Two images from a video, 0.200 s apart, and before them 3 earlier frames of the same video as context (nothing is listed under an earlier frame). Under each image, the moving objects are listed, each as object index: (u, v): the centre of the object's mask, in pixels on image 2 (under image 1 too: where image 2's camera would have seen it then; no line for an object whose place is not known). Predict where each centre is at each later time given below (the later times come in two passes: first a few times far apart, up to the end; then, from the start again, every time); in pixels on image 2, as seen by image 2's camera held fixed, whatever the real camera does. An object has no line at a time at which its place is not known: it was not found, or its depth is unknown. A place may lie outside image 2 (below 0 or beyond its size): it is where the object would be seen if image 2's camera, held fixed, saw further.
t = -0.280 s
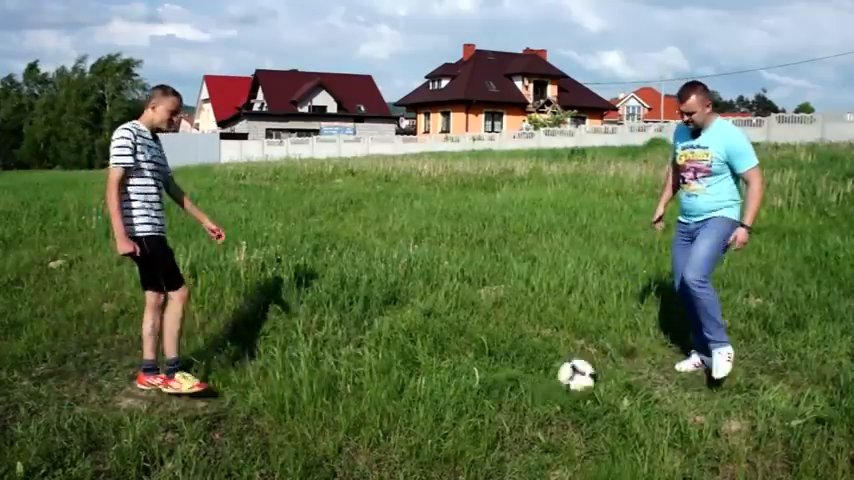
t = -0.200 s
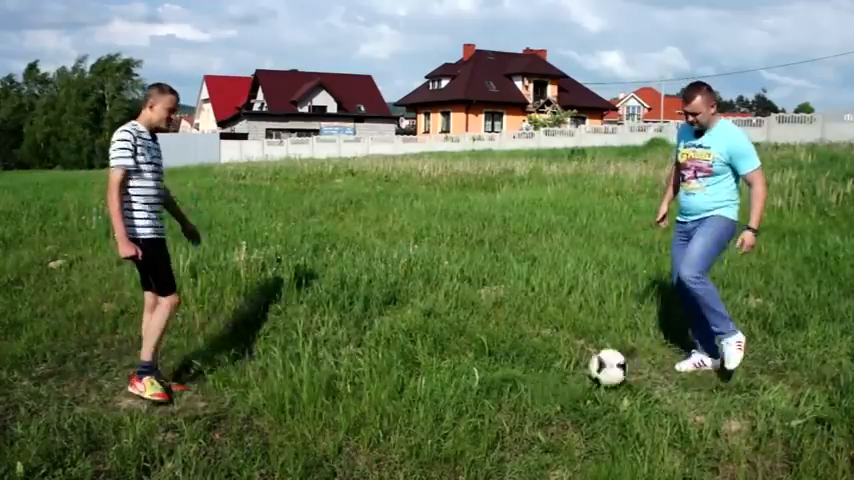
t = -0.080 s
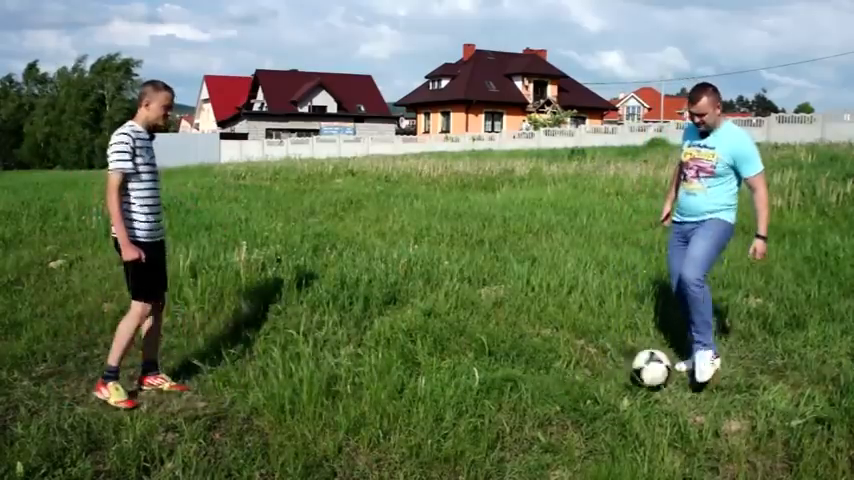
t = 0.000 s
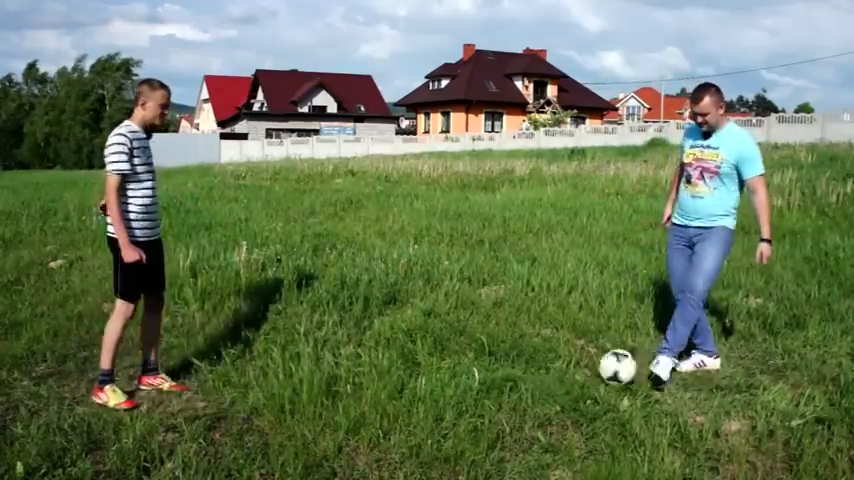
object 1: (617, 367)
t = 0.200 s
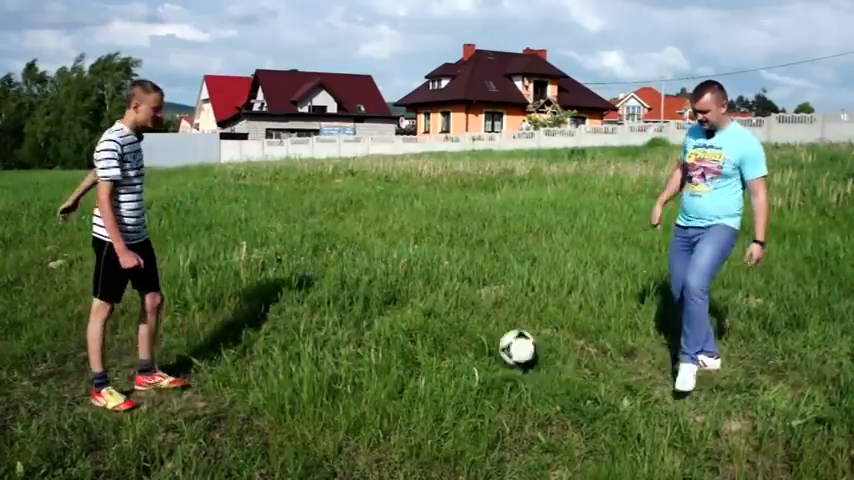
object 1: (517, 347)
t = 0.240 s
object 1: (505, 346)
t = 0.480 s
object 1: (433, 355)
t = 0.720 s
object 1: (370, 352)
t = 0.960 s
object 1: (319, 348)
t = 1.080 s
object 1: (296, 345)
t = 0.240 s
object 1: (505, 346)
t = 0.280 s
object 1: (493, 346)
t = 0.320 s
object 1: (481, 347)
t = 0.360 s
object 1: (468, 350)
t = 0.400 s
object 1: (457, 355)
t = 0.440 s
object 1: (445, 356)
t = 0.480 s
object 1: (433, 355)
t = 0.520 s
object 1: (423, 354)
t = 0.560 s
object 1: (412, 352)
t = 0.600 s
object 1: (402, 351)
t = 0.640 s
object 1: (391, 351)
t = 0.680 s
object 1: (381, 352)
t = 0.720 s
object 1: (370, 352)
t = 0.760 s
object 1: (361, 350)
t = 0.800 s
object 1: (351, 350)
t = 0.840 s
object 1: (343, 348)
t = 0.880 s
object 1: (334, 347)
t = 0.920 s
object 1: (326, 348)
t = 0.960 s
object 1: (319, 348)
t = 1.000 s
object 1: (310, 346)
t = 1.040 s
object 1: (304, 345)
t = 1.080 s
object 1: (296, 345)
